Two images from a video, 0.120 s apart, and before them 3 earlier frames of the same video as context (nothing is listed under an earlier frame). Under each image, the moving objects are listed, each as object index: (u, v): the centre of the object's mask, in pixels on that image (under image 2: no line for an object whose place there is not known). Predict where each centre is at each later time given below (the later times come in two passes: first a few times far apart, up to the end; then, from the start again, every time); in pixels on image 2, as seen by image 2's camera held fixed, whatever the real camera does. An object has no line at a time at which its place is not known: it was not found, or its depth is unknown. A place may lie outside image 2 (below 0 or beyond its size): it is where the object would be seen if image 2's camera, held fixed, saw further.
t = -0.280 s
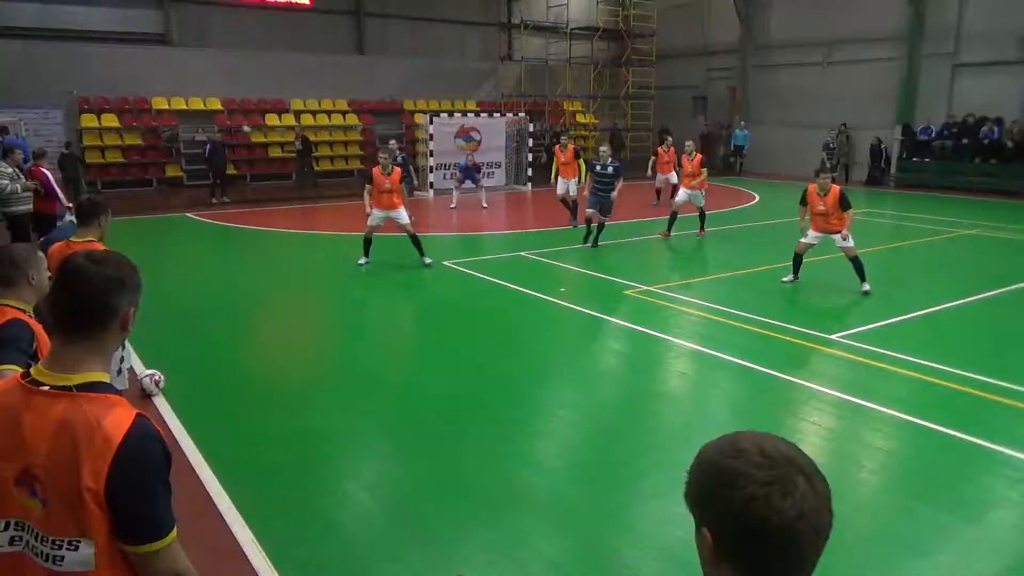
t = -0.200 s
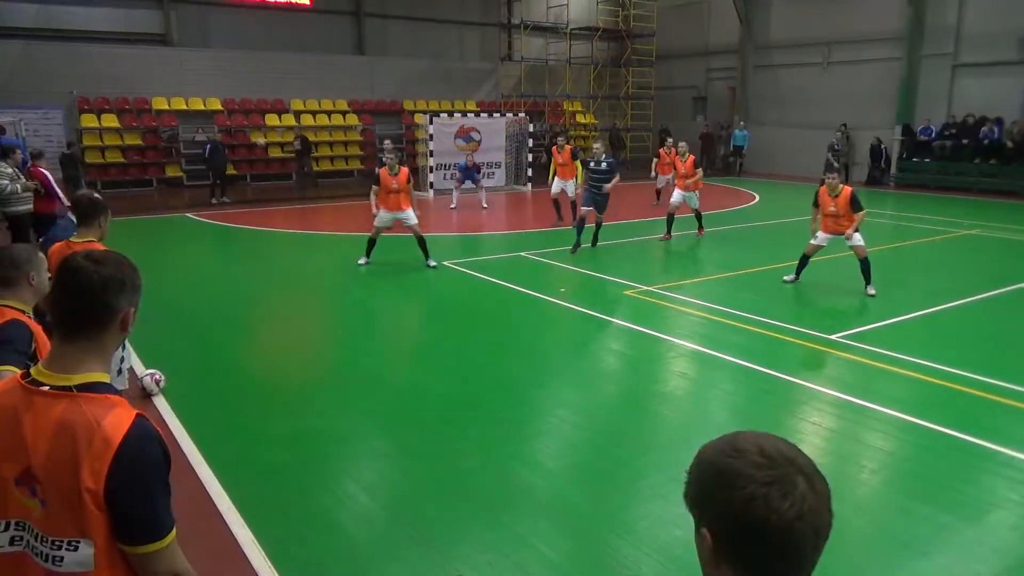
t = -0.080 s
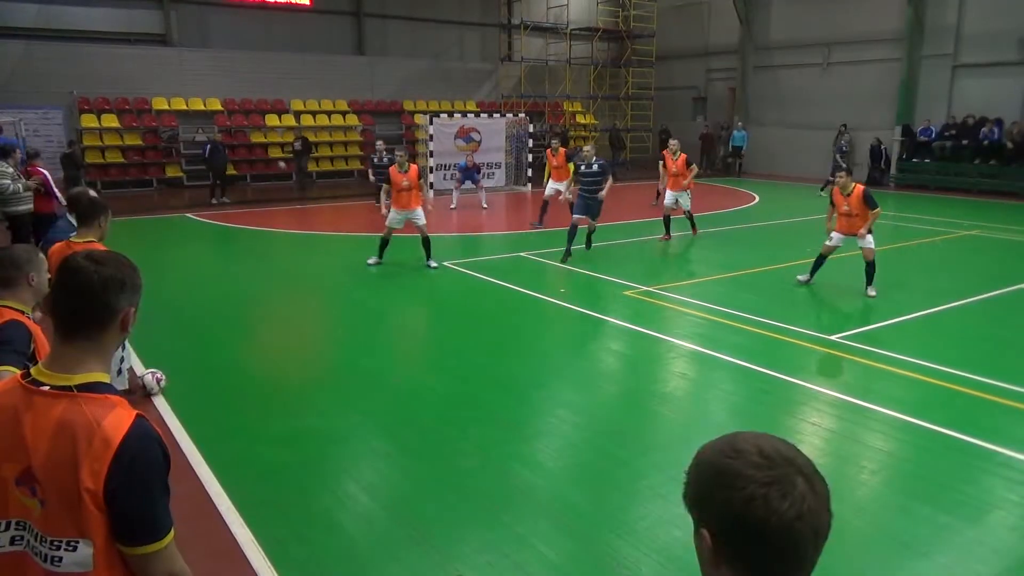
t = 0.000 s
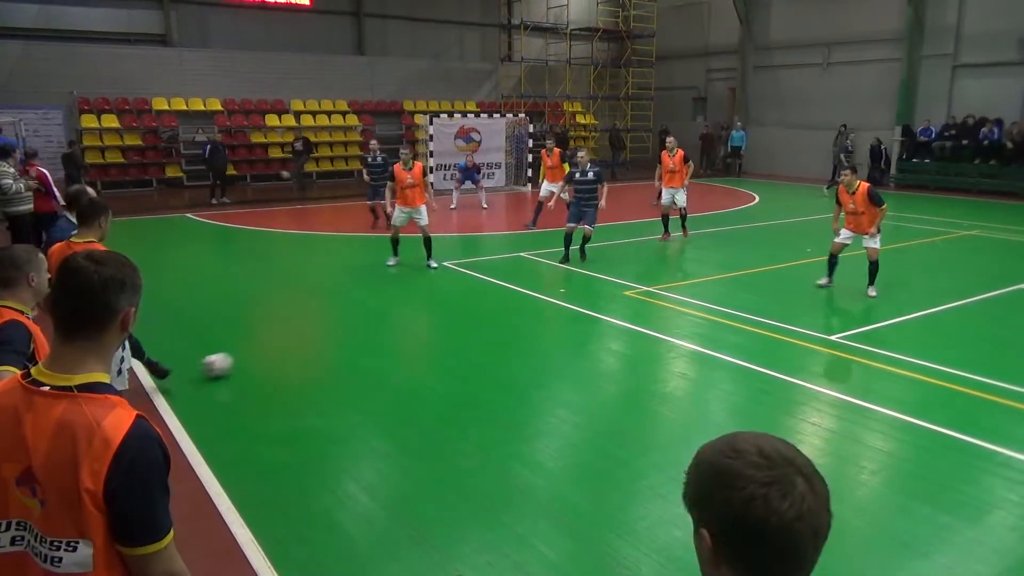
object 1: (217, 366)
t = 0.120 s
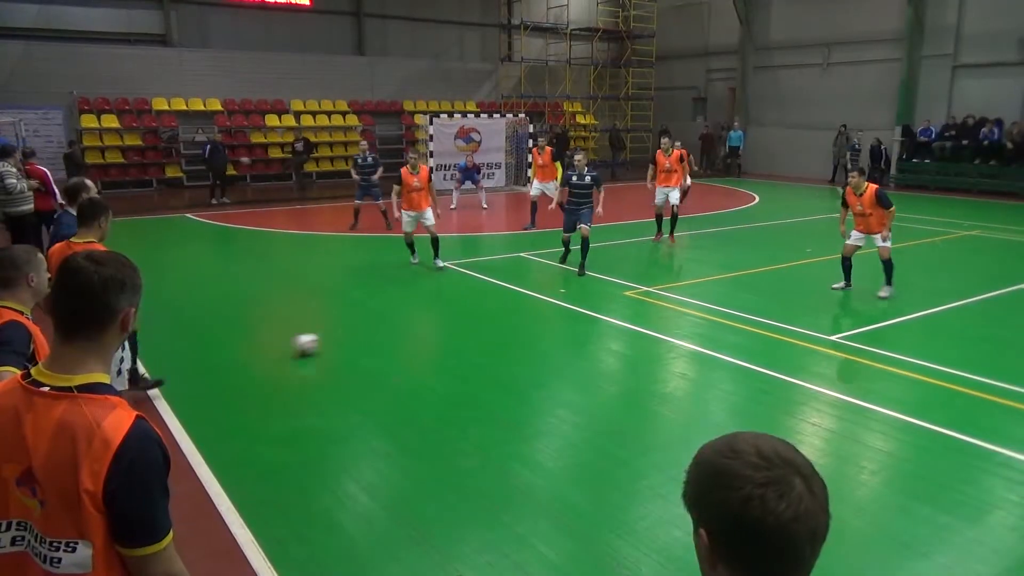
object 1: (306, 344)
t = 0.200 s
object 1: (353, 332)
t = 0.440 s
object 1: (458, 306)
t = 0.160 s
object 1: (330, 337)
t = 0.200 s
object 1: (353, 332)
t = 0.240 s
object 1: (375, 327)
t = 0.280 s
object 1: (393, 323)
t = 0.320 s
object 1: (410, 319)
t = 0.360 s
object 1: (427, 314)
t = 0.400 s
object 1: (443, 310)
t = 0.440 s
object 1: (458, 306)
